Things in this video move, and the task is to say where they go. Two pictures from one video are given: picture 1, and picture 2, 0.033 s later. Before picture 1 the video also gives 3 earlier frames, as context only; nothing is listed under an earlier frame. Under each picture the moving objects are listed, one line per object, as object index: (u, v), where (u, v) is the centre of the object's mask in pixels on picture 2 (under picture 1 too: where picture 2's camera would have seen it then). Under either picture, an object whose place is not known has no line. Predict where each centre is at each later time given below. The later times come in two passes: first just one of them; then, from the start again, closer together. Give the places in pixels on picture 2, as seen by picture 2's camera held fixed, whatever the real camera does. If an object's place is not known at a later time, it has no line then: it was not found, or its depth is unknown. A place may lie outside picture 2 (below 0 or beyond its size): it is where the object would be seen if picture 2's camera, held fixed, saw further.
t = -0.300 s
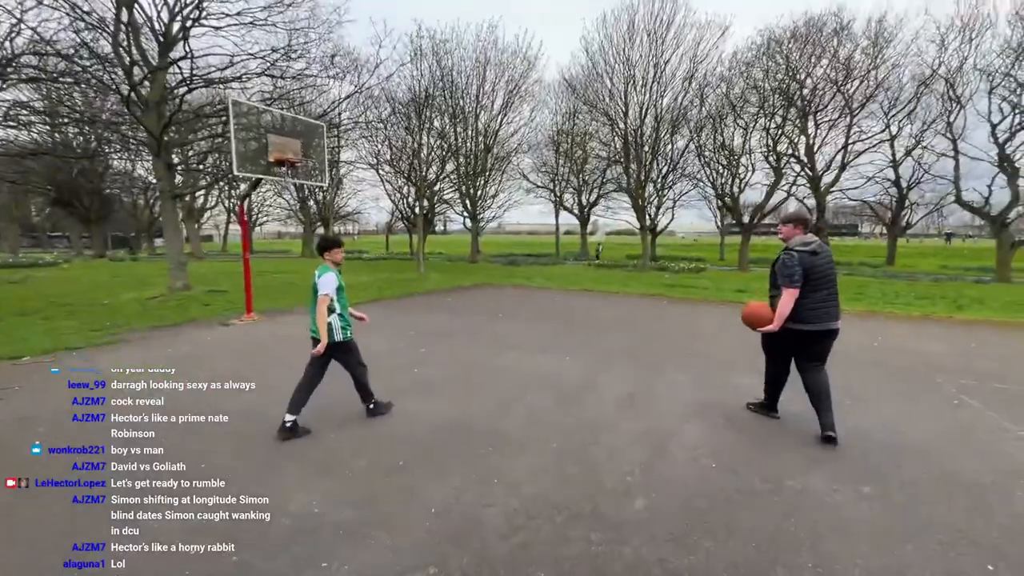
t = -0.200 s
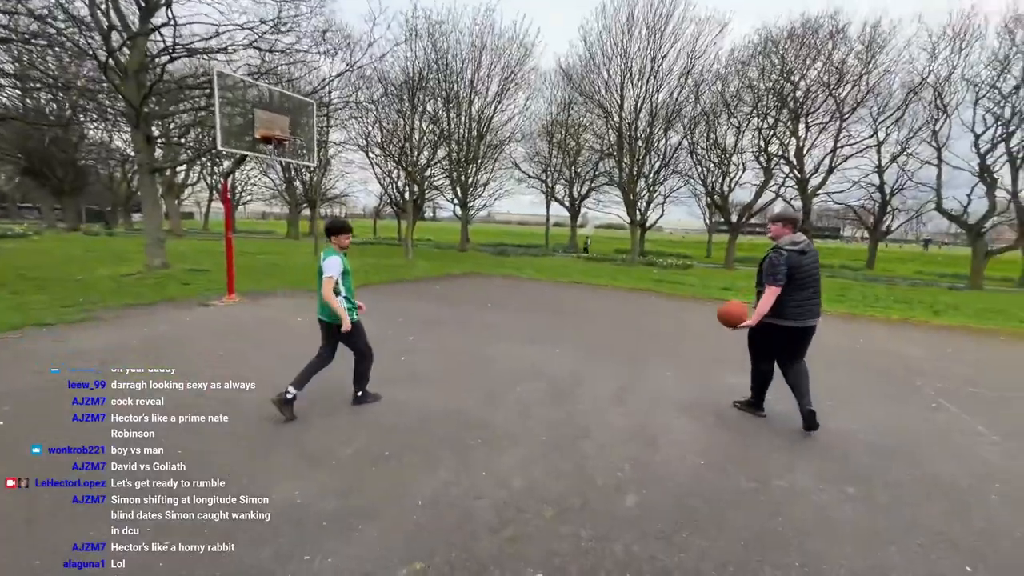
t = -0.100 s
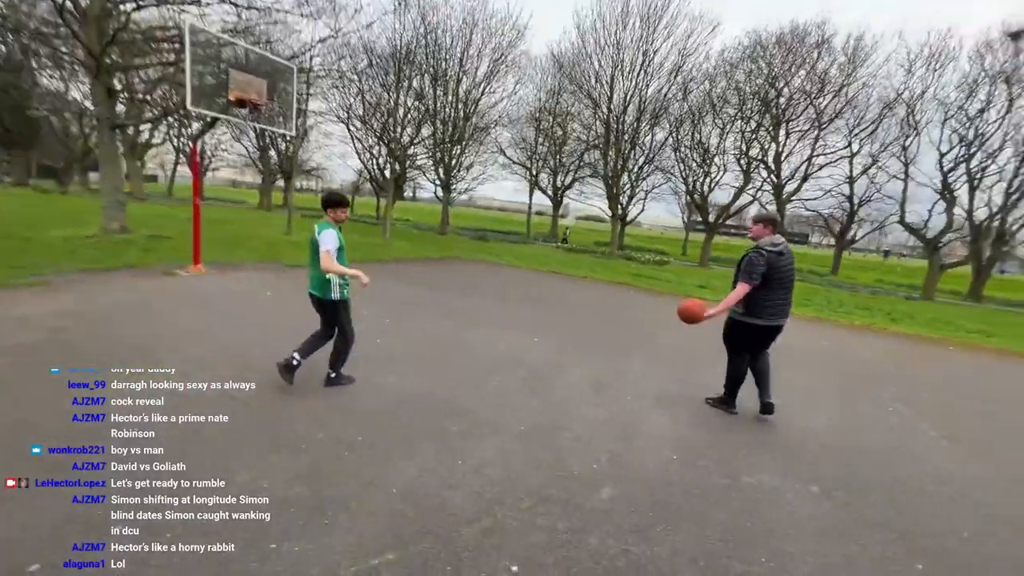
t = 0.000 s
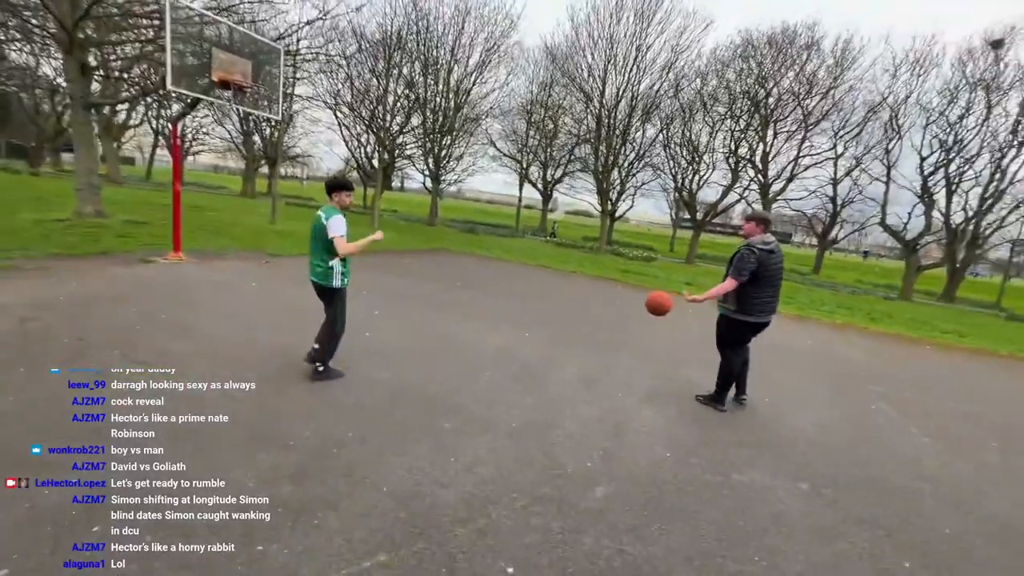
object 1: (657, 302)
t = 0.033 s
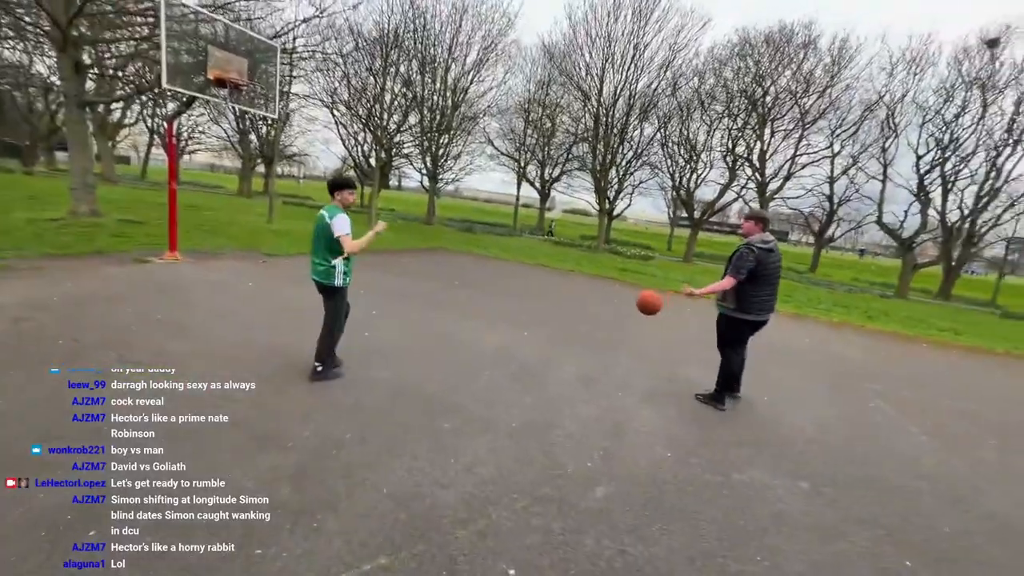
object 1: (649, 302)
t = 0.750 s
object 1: (525, 319)
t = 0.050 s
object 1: (645, 302)
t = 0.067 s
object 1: (641, 304)
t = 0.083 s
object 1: (637, 305)
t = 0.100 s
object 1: (633, 305)
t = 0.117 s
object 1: (628, 307)
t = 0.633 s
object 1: (538, 323)
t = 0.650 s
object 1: (536, 322)
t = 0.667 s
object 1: (535, 321)
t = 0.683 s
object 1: (533, 320)
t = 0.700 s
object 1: (531, 319)
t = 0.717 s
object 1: (529, 319)
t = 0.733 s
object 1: (527, 318)
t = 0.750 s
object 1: (525, 319)
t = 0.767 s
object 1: (522, 319)
